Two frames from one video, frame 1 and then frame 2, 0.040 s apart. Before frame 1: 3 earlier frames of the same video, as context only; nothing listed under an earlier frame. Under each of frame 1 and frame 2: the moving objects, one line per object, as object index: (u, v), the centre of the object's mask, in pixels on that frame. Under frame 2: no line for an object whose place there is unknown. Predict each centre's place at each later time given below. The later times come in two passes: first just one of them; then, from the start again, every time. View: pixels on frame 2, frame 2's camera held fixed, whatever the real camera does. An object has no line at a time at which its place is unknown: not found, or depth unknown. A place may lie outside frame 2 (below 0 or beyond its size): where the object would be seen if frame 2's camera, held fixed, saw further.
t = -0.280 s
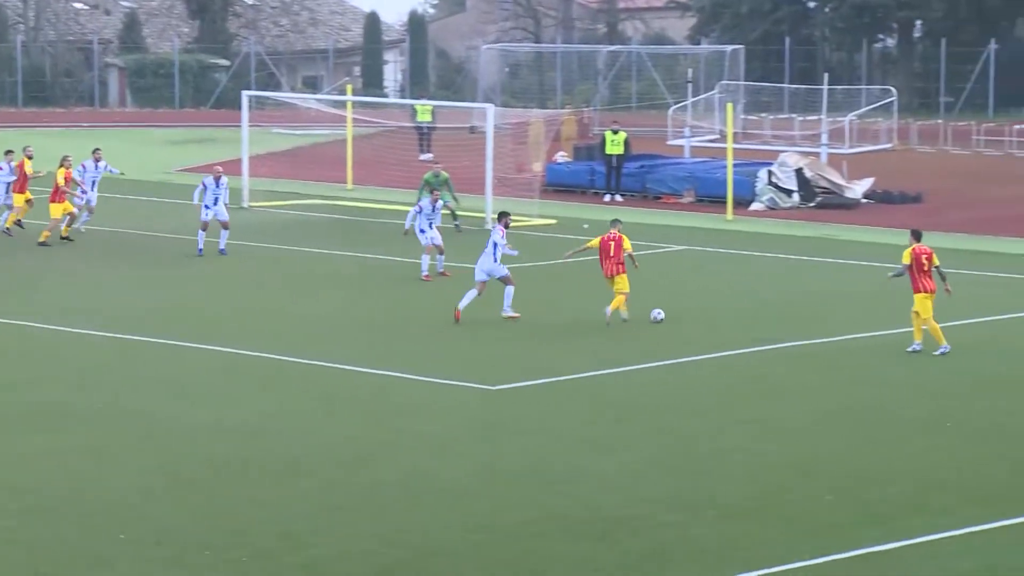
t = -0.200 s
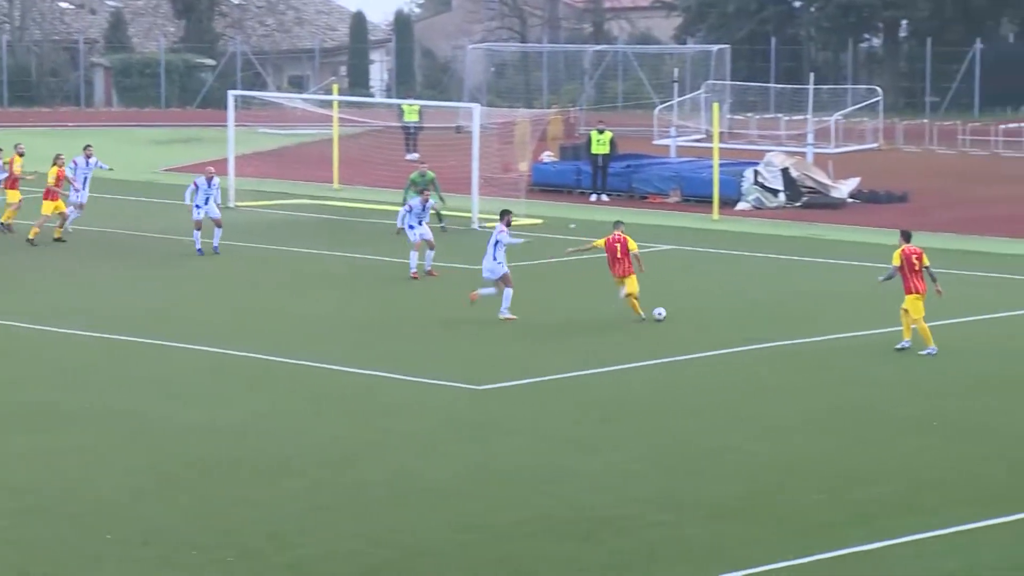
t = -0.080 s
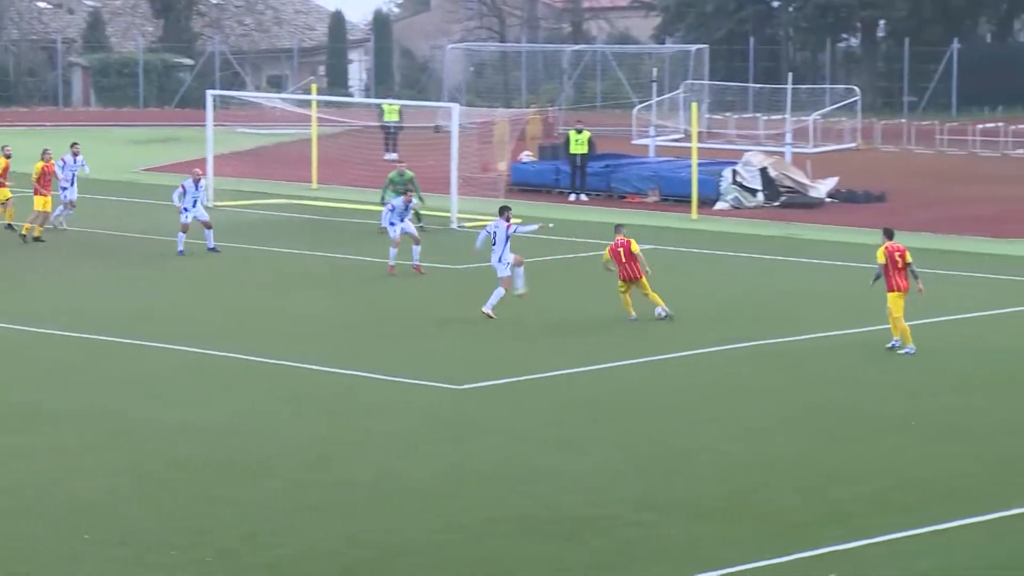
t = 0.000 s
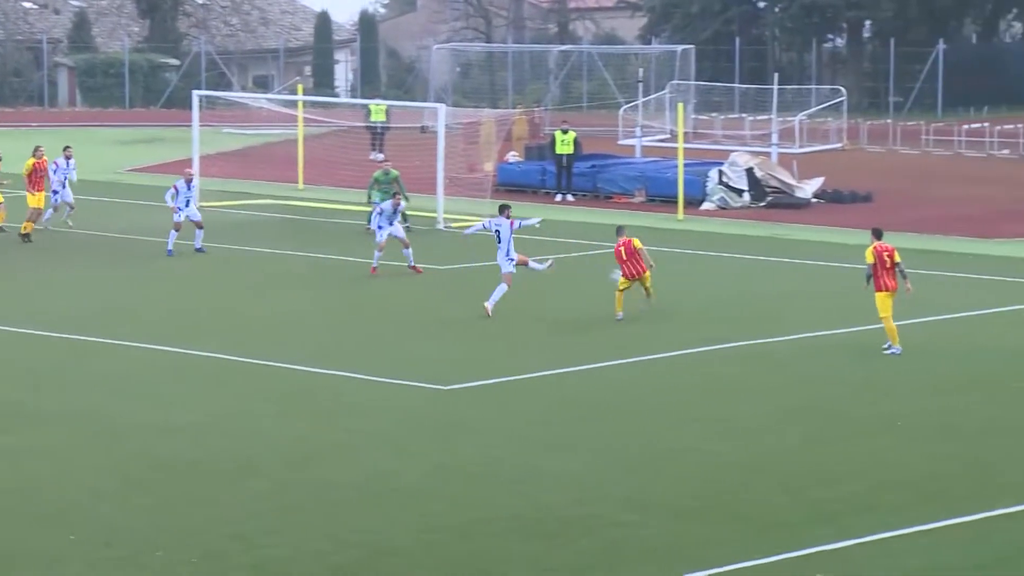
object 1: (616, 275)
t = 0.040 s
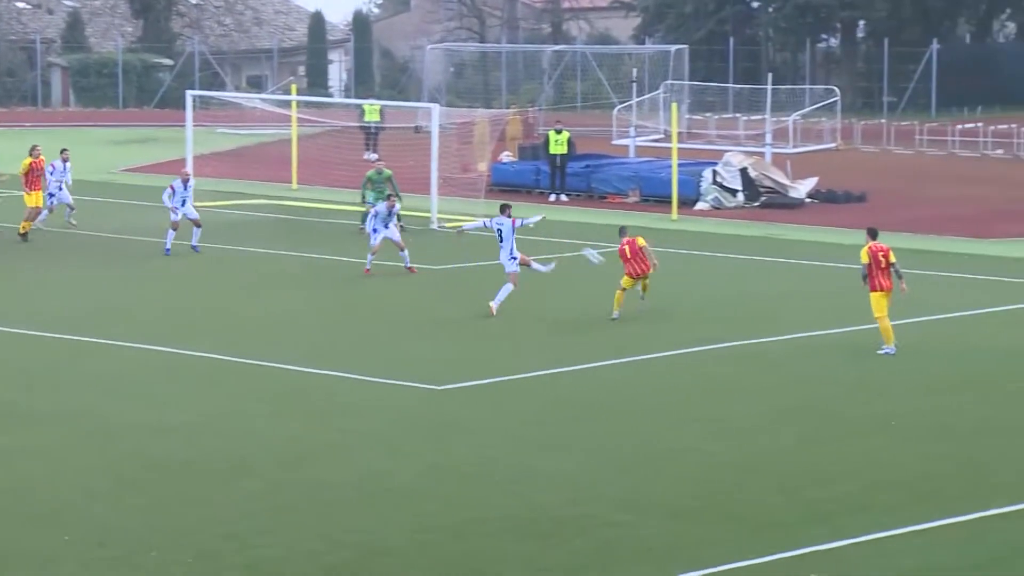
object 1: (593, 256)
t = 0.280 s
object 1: (468, 152)
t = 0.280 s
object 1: (468, 152)
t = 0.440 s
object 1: (401, 102)
